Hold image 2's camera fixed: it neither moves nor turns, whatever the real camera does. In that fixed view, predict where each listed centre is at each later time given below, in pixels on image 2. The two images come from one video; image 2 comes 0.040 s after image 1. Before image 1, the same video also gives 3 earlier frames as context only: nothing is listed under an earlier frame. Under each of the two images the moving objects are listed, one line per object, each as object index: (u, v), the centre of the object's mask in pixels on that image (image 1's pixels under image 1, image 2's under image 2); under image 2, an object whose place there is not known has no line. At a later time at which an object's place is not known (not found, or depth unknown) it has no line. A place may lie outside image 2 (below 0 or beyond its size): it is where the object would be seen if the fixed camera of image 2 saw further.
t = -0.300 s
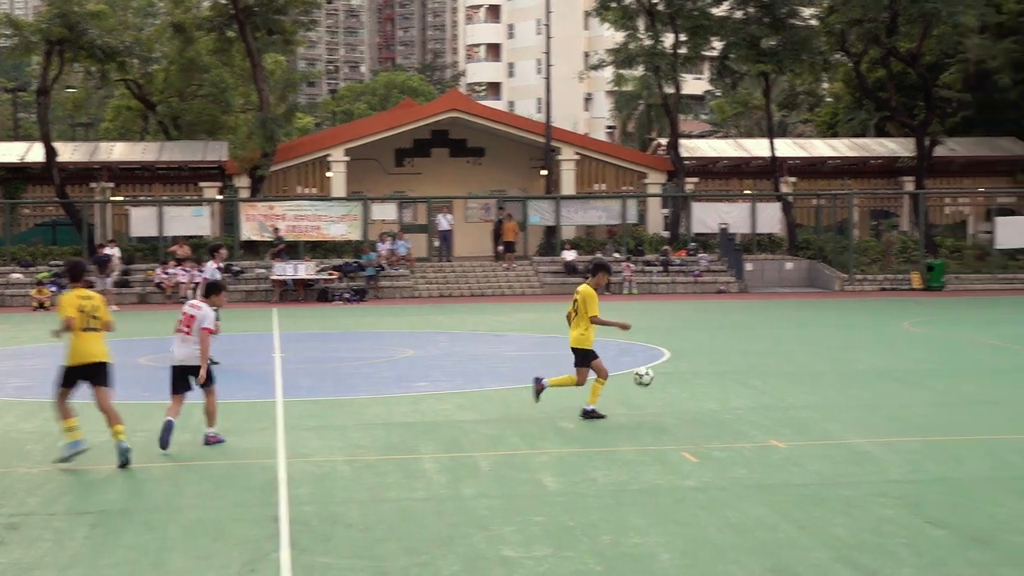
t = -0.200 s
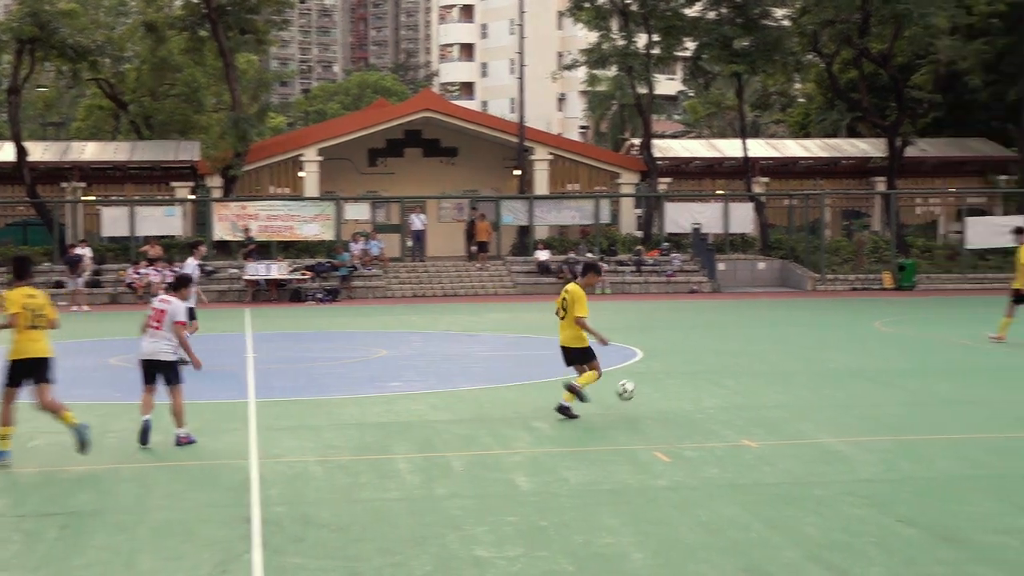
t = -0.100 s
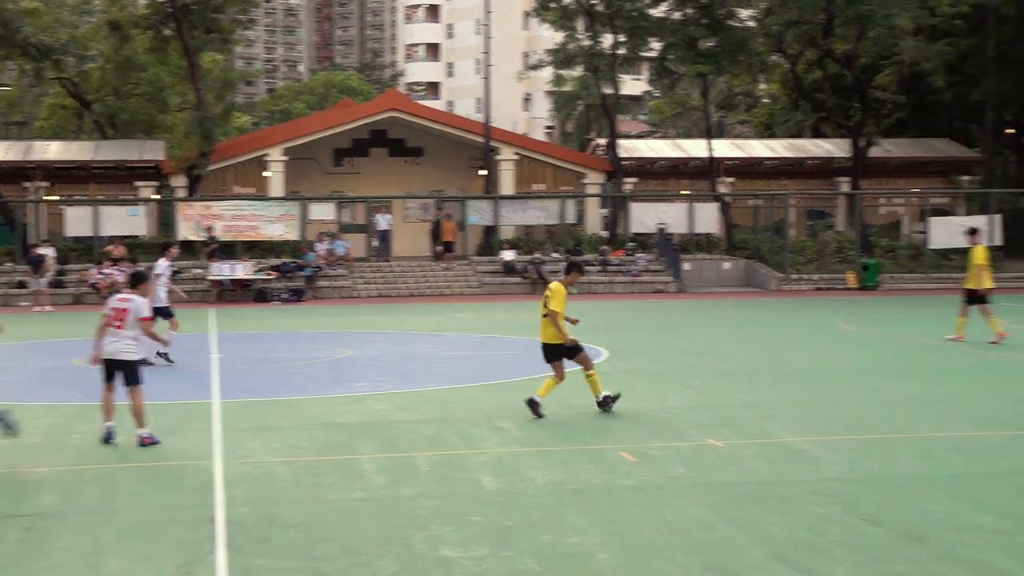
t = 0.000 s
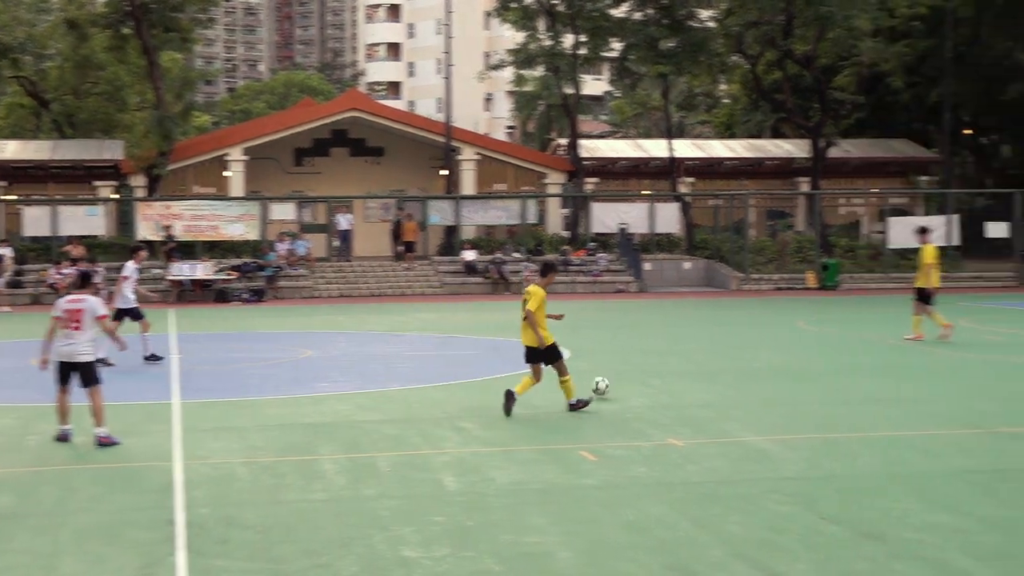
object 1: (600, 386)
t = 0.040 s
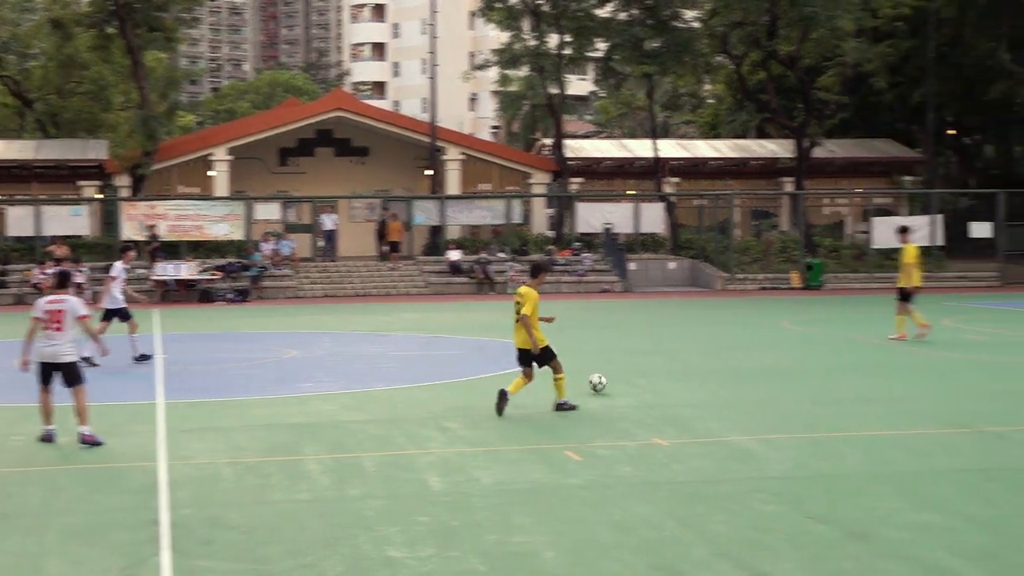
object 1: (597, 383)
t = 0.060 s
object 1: (603, 382)
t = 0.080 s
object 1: (608, 380)
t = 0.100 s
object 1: (613, 377)
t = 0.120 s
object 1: (617, 374)
